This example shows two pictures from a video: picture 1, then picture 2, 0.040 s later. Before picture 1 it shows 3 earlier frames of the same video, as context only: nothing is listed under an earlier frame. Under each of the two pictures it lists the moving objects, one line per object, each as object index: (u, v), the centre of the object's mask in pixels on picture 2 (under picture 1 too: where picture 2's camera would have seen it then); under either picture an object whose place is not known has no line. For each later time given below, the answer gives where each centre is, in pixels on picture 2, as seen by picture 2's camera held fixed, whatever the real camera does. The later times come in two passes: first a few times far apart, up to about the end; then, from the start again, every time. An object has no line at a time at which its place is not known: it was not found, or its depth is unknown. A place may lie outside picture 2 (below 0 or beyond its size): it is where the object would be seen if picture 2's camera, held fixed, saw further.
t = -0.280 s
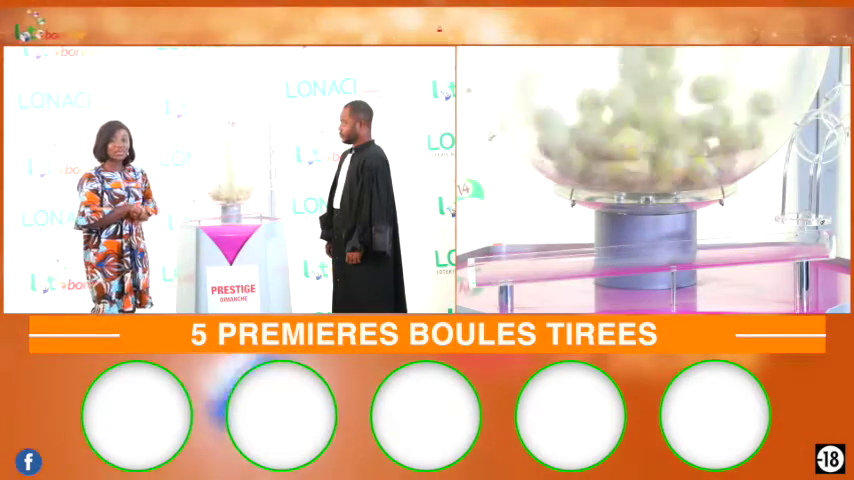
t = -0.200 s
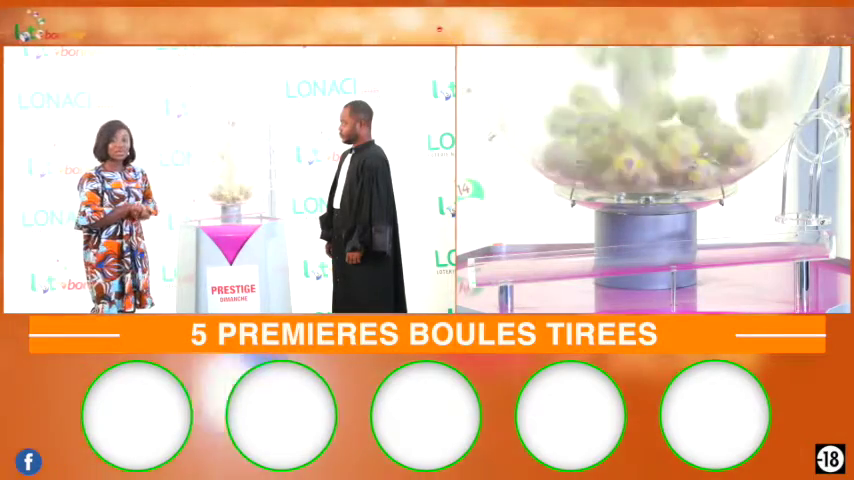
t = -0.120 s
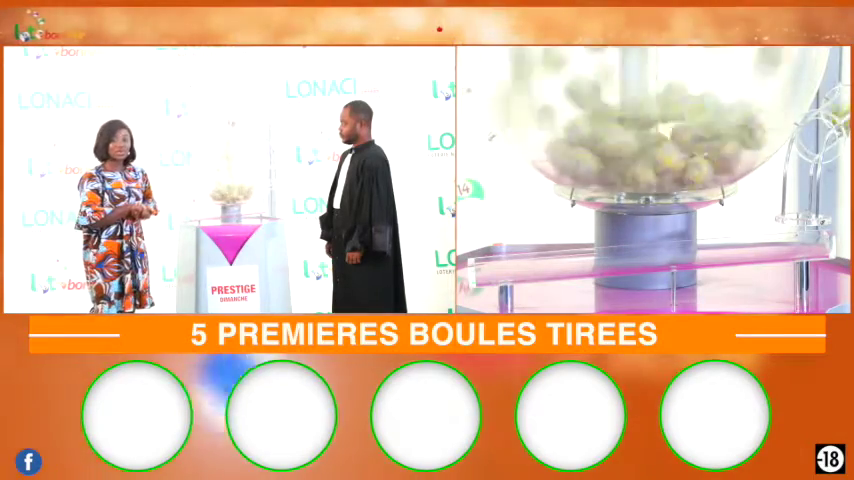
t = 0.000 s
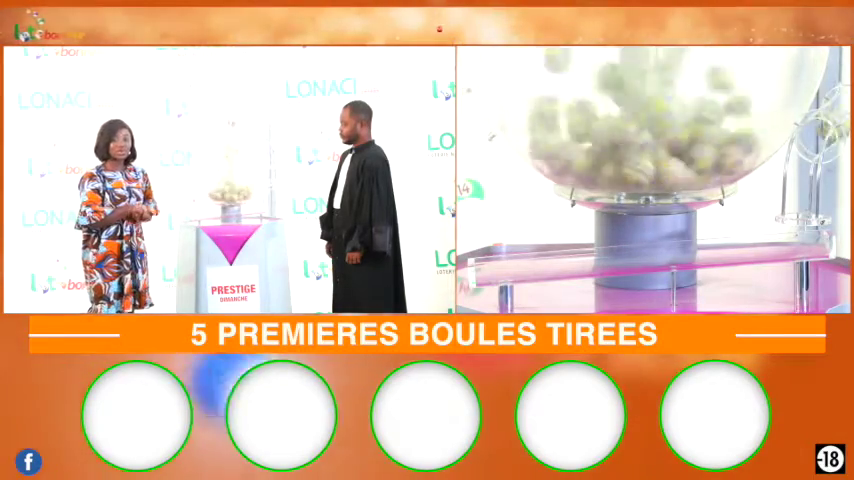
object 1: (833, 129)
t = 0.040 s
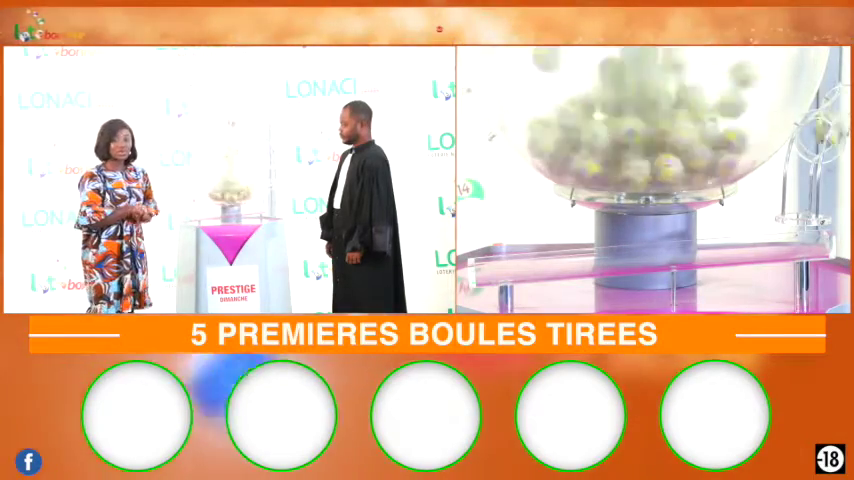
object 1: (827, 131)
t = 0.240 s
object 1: (803, 162)
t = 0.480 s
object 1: (801, 236)
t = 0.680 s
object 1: (776, 241)
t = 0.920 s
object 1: (721, 246)
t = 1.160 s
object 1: (658, 250)
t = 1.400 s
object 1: (581, 258)
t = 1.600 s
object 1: (508, 262)
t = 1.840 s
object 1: (522, 262)
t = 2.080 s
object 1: (536, 261)
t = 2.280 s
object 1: (538, 261)
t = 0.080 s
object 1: (821, 134)
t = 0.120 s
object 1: (817, 139)
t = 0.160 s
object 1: (811, 141)
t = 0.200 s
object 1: (808, 144)
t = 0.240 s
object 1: (803, 162)
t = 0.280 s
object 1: (802, 185)
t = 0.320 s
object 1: (804, 211)
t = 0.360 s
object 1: (799, 234)
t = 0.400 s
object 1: (803, 236)
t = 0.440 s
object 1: (803, 236)
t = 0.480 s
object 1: (801, 236)
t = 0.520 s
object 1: (797, 238)
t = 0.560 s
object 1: (793, 239)
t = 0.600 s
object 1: (787, 241)
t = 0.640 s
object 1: (783, 240)
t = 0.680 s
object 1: (776, 241)
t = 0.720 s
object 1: (767, 241)
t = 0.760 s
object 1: (757, 243)
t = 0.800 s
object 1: (750, 244)
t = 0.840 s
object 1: (741, 245)
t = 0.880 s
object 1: (731, 247)
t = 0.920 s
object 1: (721, 246)
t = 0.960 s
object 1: (711, 247)
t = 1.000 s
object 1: (702, 248)
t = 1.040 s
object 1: (689, 248)
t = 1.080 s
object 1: (681, 248)
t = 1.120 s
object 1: (670, 249)
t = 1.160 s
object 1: (658, 250)
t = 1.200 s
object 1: (647, 251)
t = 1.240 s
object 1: (634, 252)
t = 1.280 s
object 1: (622, 253)
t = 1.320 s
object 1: (609, 254)
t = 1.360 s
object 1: (596, 255)
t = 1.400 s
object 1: (581, 258)
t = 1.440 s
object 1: (568, 258)
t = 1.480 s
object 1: (554, 259)
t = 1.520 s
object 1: (539, 261)
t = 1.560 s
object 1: (523, 262)
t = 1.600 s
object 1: (508, 262)
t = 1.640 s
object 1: (494, 264)
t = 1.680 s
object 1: (503, 263)
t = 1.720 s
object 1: (509, 263)
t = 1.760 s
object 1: (513, 262)
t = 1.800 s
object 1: (519, 261)
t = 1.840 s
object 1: (522, 262)
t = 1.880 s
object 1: (527, 262)
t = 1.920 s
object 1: (530, 261)
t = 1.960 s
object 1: (532, 261)
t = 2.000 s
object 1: (533, 261)
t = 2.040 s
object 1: (535, 261)
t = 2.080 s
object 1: (536, 261)
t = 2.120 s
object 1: (537, 261)
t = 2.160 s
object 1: (537, 261)
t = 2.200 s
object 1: (538, 261)
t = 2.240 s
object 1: (538, 261)
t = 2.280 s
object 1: (538, 261)
